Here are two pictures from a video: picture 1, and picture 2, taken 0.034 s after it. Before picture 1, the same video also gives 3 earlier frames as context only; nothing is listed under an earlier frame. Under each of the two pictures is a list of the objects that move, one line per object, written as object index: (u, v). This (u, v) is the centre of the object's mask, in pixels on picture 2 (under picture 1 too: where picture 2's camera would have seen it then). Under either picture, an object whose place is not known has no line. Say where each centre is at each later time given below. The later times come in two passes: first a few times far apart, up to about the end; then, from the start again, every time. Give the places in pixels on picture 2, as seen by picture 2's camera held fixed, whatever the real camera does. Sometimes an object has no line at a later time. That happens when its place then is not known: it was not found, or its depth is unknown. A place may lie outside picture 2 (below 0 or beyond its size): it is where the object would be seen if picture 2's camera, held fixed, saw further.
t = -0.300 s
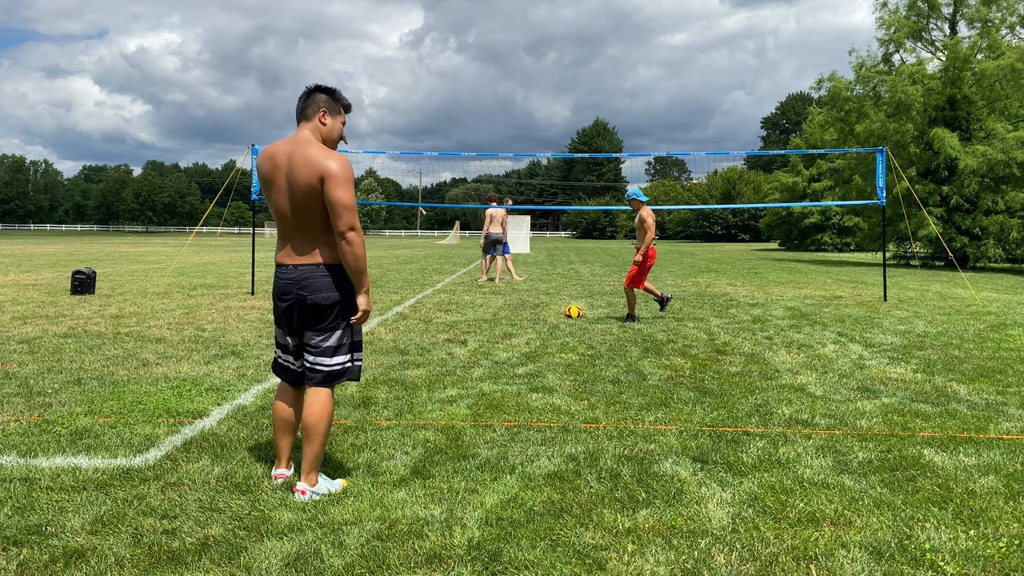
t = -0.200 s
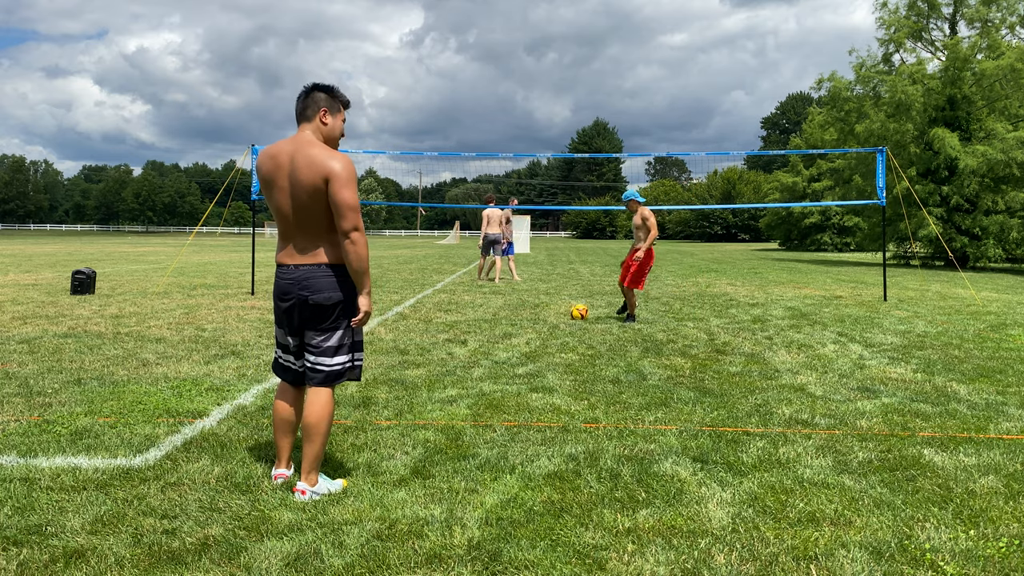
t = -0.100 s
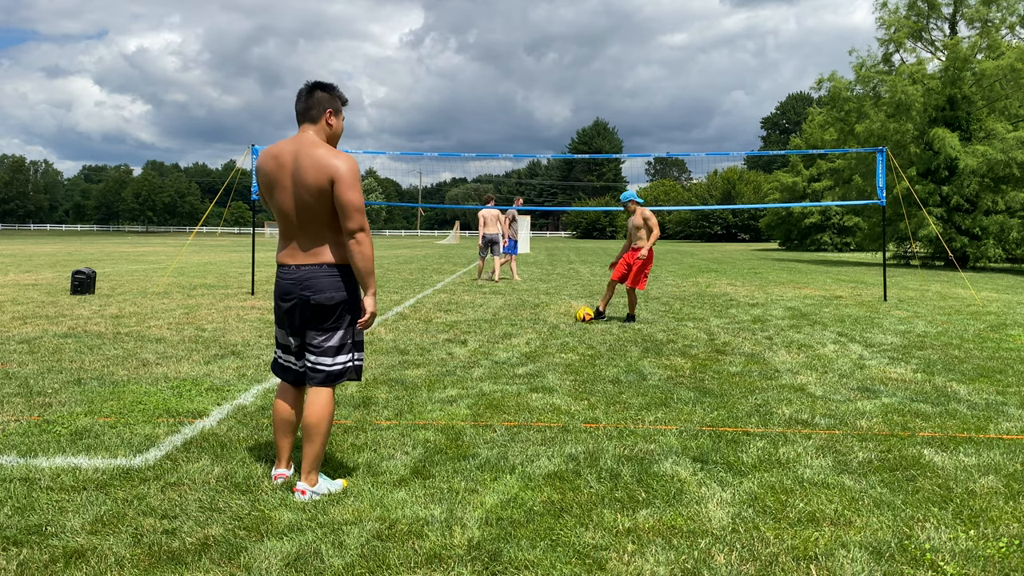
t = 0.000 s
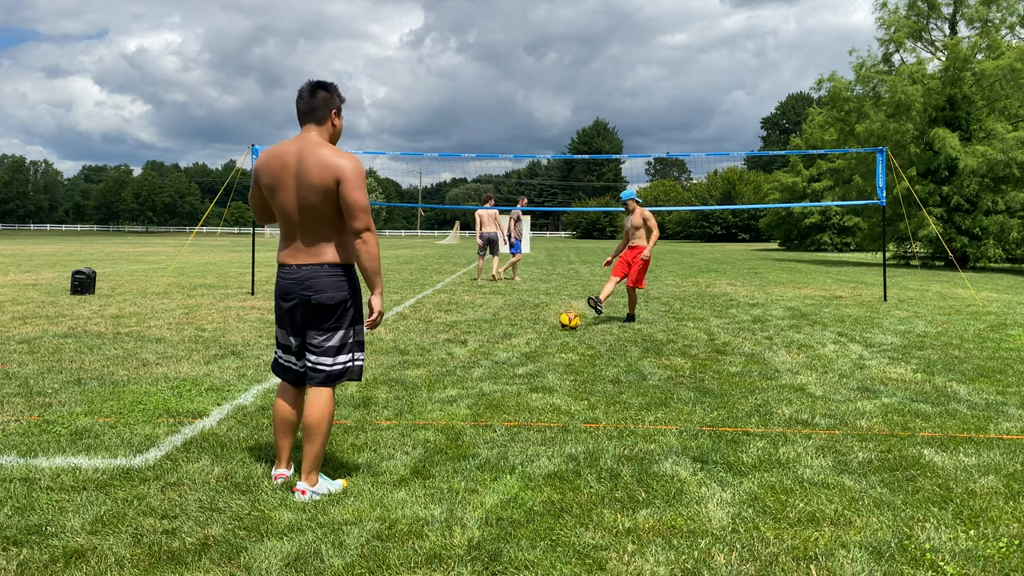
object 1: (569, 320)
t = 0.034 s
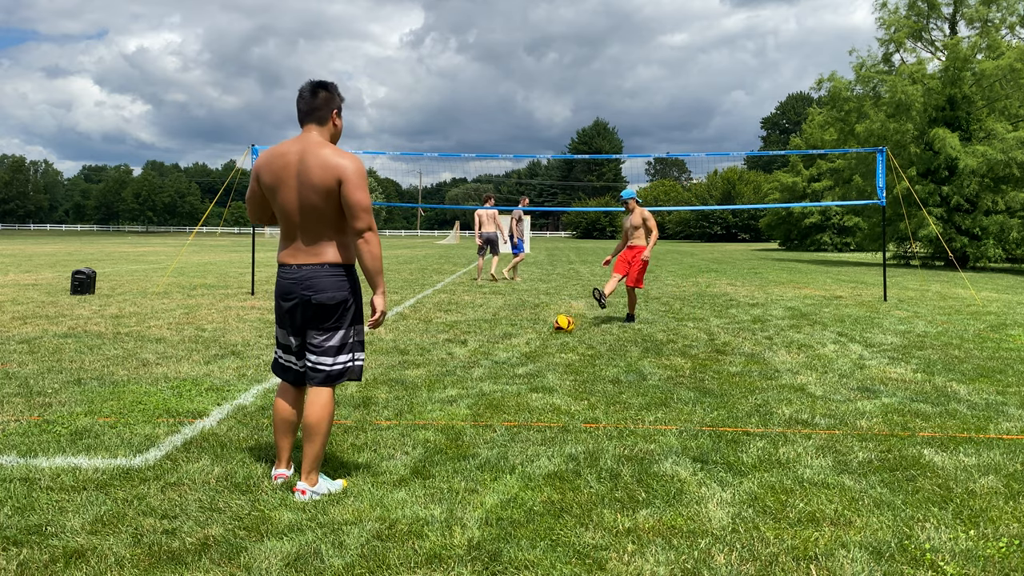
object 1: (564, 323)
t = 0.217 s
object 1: (534, 340)
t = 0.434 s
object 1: (502, 359)
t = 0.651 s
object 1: (477, 377)
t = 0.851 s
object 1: (449, 395)
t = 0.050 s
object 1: (560, 325)
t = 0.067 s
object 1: (557, 327)
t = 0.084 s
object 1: (555, 330)
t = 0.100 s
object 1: (552, 332)
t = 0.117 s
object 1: (548, 334)
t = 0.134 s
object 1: (546, 336)
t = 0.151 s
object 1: (543, 336)
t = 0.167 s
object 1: (541, 337)
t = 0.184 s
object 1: (538, 338)
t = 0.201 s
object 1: (536, 339)
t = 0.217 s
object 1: (534, 340)
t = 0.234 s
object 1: (531, 341)
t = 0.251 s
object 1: (529, 342)
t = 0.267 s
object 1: (527, 343)
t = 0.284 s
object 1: (524, 345)
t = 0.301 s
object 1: (519, 348)
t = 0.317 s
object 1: (517, 350)
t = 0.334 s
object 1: (514, 353)
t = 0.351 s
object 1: (511, 355)
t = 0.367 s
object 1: (509, 356)
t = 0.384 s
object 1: (507, 358)
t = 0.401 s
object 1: (505, 358)
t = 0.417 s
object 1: (503, 359)
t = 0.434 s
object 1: (502, 359)
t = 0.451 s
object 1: (500, 359)
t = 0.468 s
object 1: (499, 359)
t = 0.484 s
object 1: (497, 360)
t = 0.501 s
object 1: (494, 361)
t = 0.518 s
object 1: (492, 363)
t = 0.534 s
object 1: (491, 364)
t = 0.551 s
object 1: (488, 365)
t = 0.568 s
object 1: (487, 368)
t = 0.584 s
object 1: (484, 370)
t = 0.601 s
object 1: (483, 372)
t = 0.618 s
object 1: (481, 374)
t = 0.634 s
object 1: (479, 375)
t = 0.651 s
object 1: (477, 377)
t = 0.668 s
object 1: (475, 378)
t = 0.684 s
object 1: (473, 380)
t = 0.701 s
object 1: (471, 381)
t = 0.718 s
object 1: (469, 382)
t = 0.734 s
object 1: (467, 383)
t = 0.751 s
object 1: (464, 385)
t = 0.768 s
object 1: (462, 387)
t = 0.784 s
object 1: (459, 388)
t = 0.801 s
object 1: (457, 390)
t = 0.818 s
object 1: (455, 391)
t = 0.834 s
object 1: (452, 393)
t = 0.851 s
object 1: (449, 395)
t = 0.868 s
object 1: (447, 397)
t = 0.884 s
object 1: (445, 400)
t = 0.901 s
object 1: (442, 402)
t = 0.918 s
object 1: (439, 405)
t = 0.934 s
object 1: (436, 407)
